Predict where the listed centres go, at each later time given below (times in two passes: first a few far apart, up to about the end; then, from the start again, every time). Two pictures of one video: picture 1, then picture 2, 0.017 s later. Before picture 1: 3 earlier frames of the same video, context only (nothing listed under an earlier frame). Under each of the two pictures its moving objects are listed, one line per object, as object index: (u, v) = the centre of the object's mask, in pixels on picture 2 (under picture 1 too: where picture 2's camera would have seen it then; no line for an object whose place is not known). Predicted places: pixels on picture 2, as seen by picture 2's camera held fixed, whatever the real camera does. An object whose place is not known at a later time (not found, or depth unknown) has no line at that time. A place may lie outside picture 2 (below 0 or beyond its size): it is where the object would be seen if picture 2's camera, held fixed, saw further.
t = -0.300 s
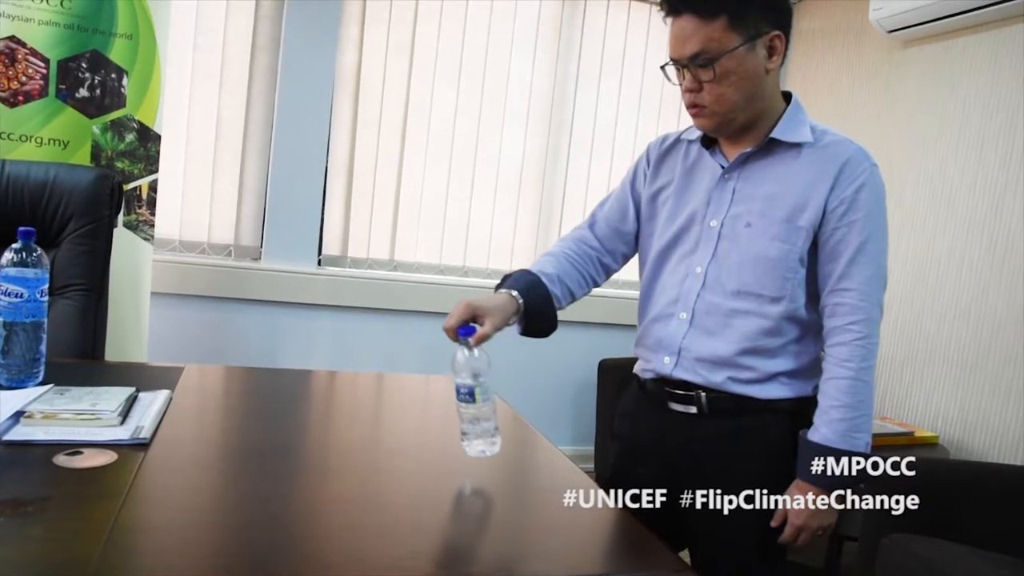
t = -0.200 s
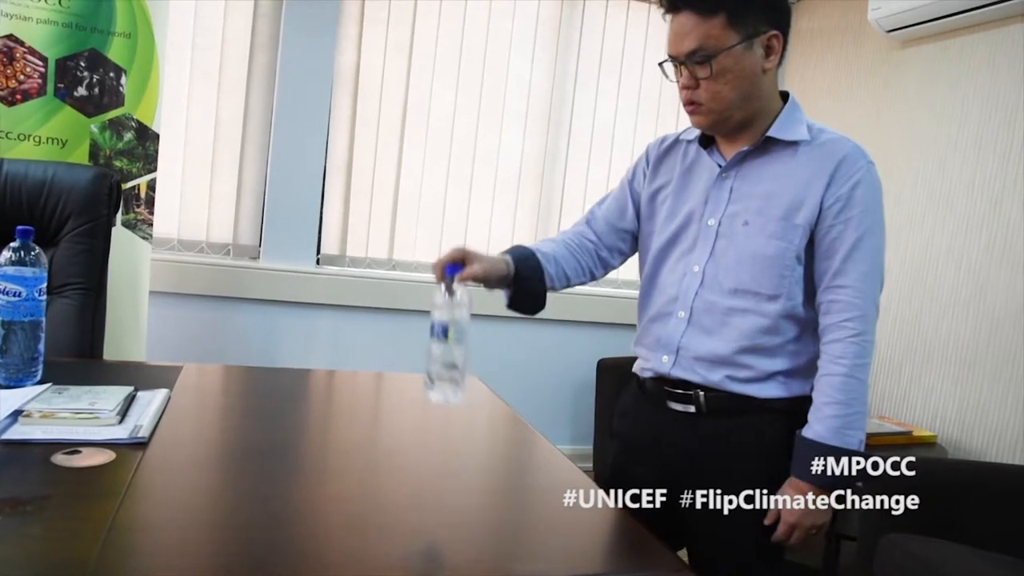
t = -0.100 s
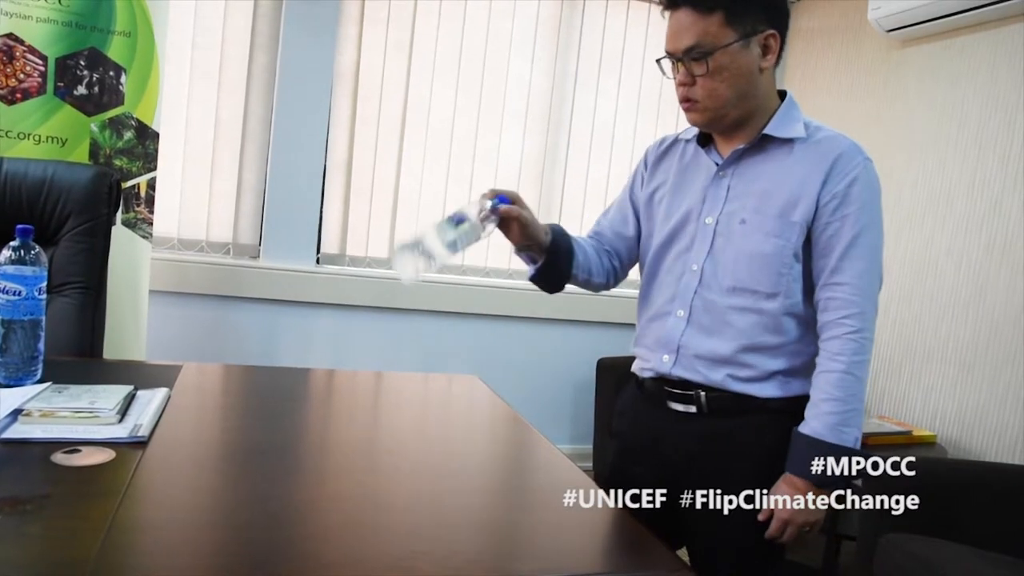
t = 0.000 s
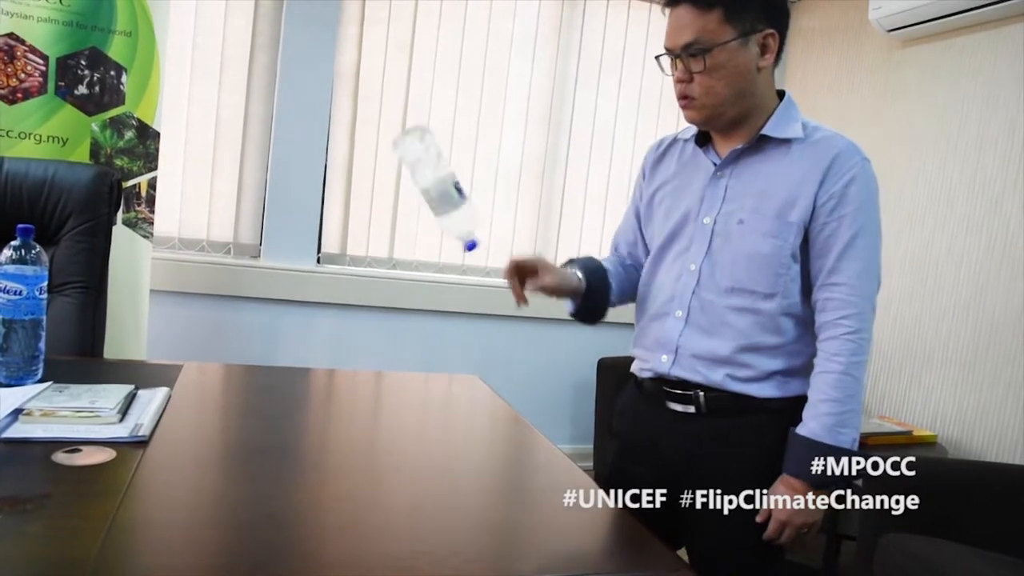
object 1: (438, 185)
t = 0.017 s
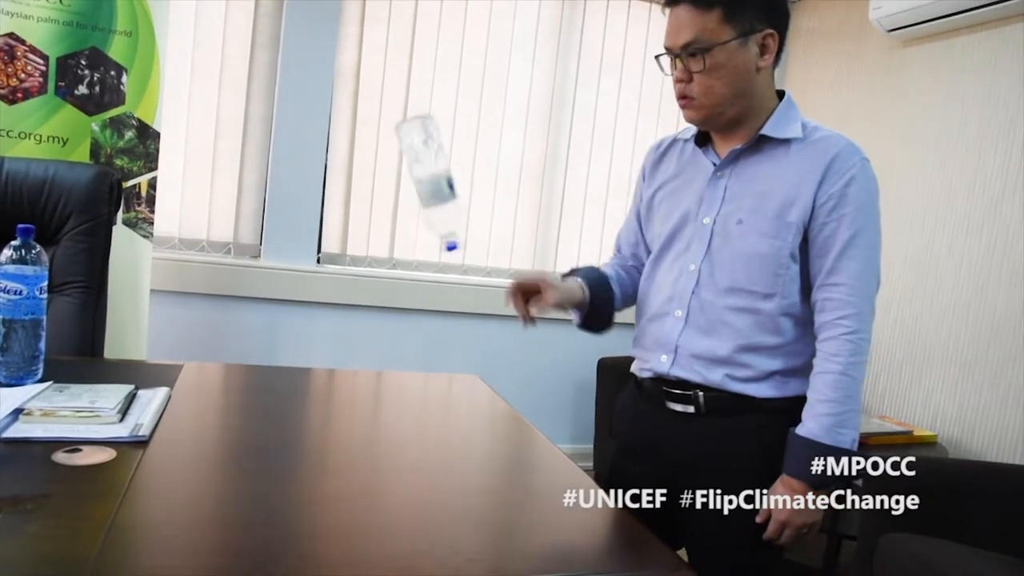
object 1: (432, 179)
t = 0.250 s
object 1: (381, 138)
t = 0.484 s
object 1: (378, 448)
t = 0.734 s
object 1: (373, 448)
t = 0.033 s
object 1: (424, 172)
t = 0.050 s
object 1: (417, 165)
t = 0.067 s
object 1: (409, 156)
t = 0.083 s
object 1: (401, 149)
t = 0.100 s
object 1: (395, 140)
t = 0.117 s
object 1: (391, 133)
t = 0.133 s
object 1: (383, 128)
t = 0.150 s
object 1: (380, 123)
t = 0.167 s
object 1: (378, 119)
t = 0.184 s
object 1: (376, 118)
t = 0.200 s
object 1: (376, 118)
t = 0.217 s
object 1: (377, 122)
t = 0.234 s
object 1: (380, 129)
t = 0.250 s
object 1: (381, 138)
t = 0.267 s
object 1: (385, 153)
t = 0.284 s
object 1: (387, 170)
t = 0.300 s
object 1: (389, 190)
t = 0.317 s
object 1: (389, 212)
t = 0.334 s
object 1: (389, 238)
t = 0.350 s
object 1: (389, 262)
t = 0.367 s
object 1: (387, 291)
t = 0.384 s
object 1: (385, 320)
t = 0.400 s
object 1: (383, 349)
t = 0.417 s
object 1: (380, 382)
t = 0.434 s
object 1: (377, 414)
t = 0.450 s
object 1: (381, 430)
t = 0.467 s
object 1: (380, 450)
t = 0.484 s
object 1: (378, 448)
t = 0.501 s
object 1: (378, 448)
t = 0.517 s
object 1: (377, 448)
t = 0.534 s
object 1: (377, 449)
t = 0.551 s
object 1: (376, 449)
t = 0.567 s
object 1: (376, 449)
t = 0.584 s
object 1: (376, 449)
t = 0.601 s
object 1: (375, 449)
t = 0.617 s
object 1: (375, 449)
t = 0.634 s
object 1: (375, 449)
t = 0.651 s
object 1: (374, 448)
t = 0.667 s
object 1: (374, 448)
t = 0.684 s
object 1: (373, 448)
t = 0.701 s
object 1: (373, 448)
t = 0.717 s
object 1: (373, 448)
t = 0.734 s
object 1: (373, 448)
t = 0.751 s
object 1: (373, 448)
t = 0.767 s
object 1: (373, 448)
